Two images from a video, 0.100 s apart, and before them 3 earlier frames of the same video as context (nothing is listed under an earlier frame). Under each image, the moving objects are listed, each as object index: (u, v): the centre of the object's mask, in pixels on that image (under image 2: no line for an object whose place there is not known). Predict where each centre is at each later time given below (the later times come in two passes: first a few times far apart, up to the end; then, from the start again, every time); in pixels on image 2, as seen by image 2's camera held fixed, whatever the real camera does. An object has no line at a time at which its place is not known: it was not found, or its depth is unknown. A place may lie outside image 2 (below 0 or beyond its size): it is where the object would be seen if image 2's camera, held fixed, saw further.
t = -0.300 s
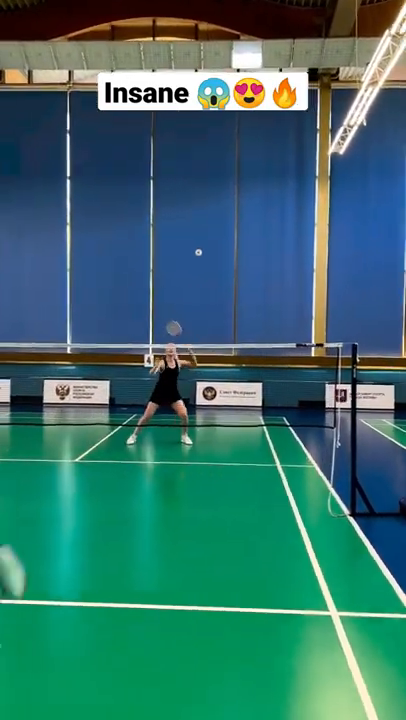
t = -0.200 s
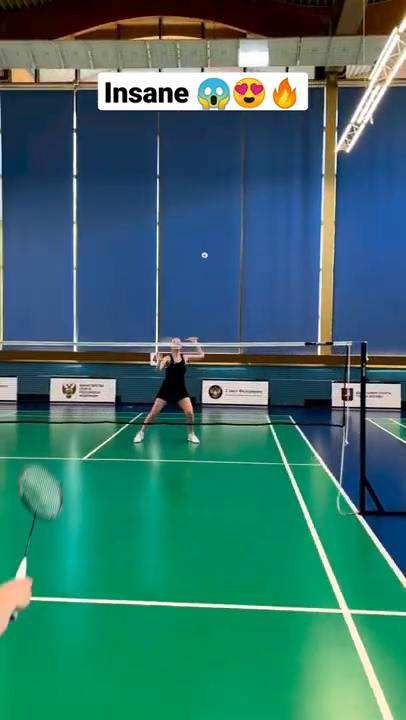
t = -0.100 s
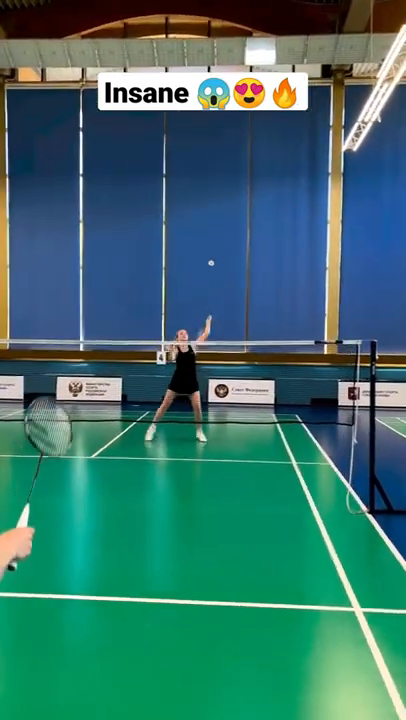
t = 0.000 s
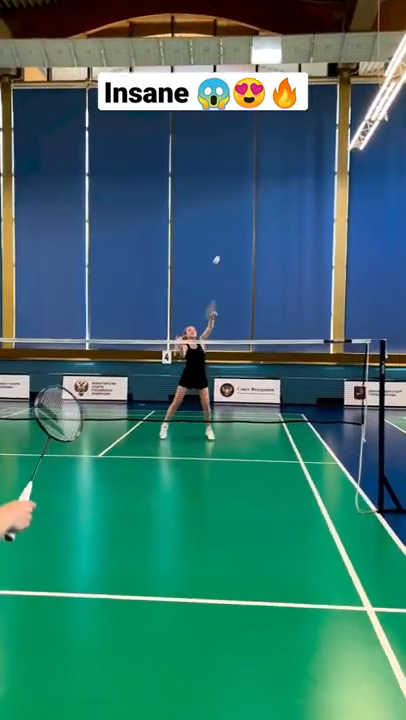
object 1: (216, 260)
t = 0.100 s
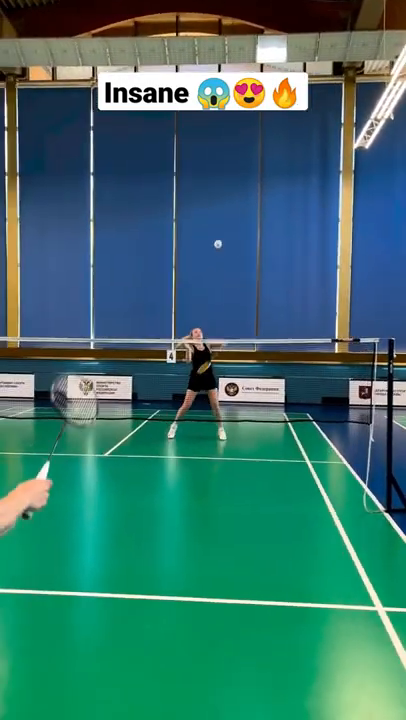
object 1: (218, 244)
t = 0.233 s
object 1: (219, 236)
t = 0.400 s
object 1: (227, 277)
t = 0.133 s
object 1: (218, 240)
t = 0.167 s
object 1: (218, 237)
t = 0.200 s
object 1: (218, 236)
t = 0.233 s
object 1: (219, 236)
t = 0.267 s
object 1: (220, 239)
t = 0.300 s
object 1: (221, 244)
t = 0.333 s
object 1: (222, 251)
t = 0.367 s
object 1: (225, 261)
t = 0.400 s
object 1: (227, 277)
